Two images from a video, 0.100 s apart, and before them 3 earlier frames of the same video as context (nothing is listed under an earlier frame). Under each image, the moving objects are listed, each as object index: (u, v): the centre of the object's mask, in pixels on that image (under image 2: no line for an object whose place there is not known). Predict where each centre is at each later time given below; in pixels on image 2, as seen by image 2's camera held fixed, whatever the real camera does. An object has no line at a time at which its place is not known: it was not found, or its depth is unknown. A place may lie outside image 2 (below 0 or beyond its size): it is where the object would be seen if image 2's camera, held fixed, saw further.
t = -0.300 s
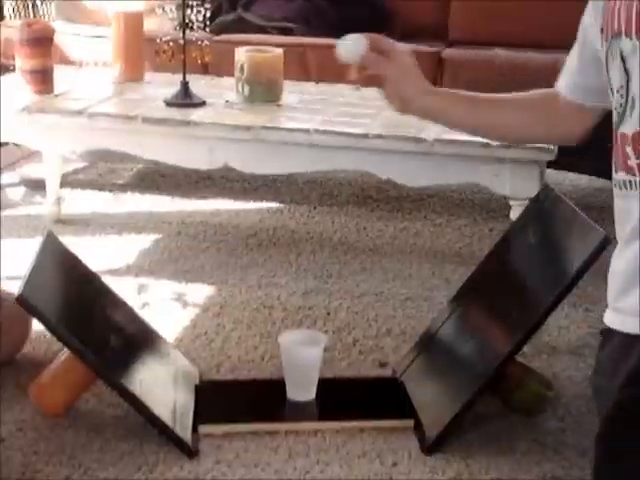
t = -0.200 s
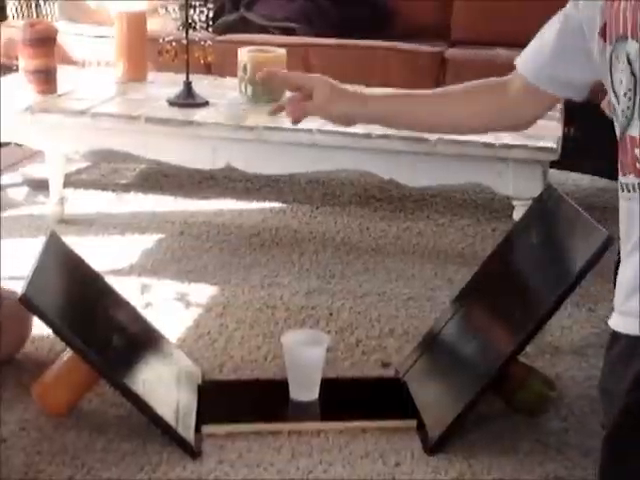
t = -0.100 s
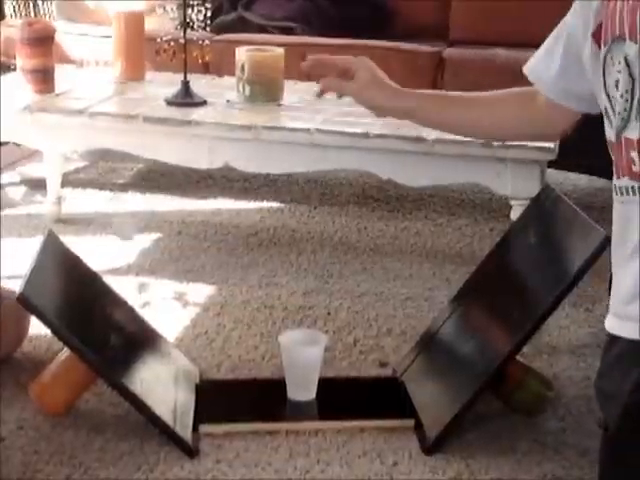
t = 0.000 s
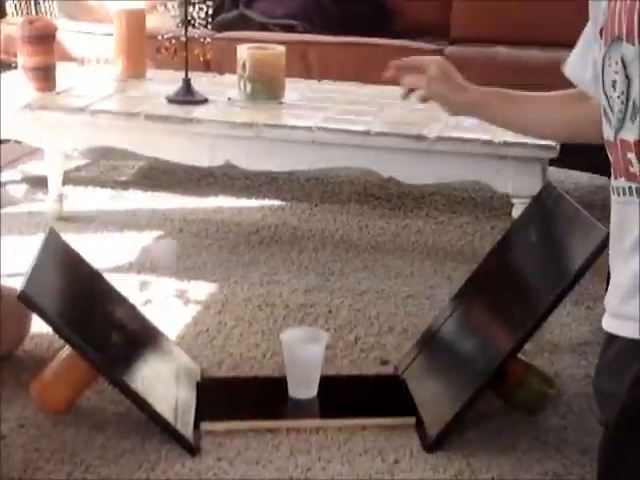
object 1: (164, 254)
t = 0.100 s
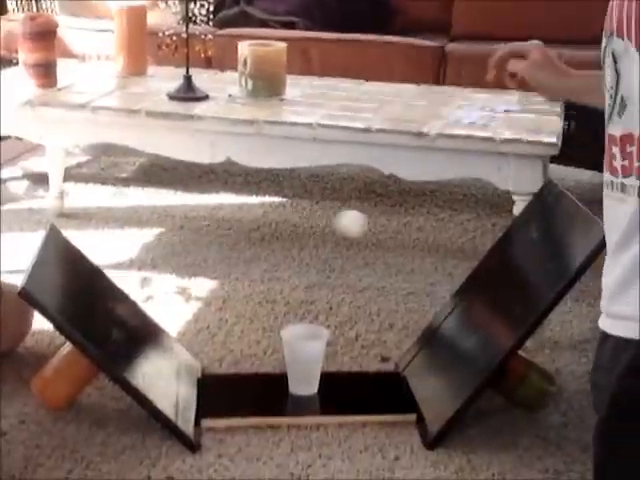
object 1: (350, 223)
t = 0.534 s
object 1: (155, 321)
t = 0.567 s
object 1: (164, 318)
